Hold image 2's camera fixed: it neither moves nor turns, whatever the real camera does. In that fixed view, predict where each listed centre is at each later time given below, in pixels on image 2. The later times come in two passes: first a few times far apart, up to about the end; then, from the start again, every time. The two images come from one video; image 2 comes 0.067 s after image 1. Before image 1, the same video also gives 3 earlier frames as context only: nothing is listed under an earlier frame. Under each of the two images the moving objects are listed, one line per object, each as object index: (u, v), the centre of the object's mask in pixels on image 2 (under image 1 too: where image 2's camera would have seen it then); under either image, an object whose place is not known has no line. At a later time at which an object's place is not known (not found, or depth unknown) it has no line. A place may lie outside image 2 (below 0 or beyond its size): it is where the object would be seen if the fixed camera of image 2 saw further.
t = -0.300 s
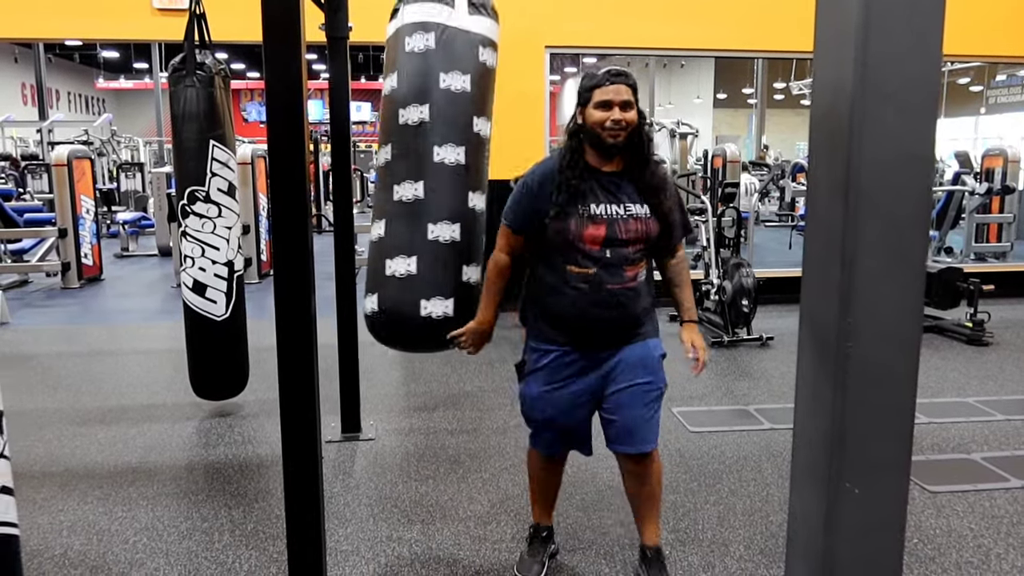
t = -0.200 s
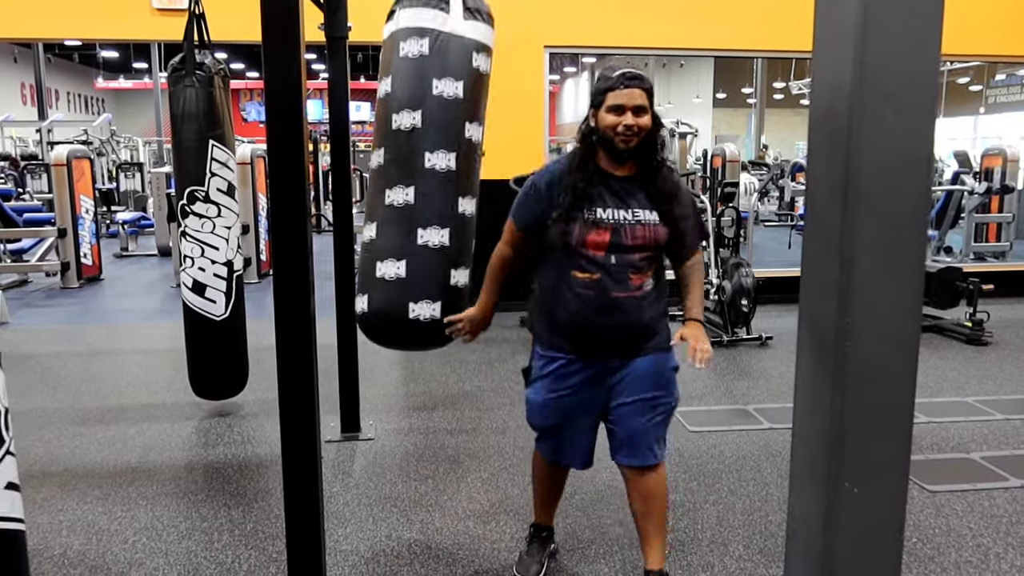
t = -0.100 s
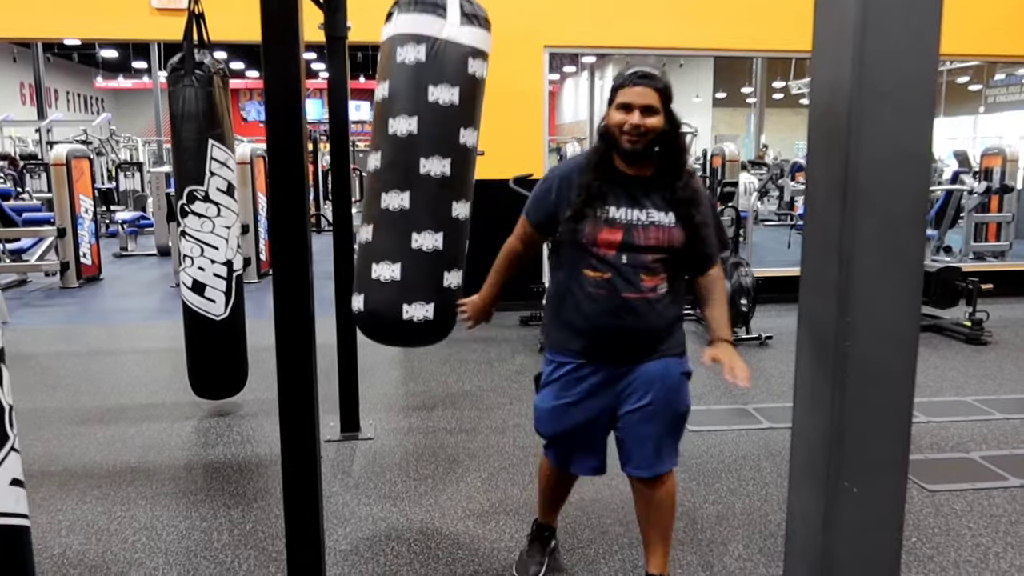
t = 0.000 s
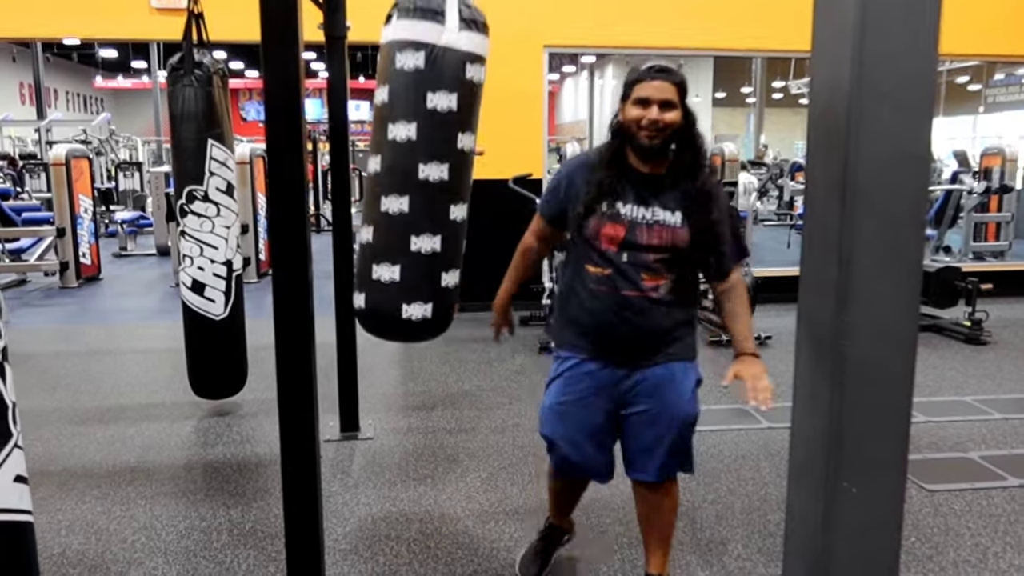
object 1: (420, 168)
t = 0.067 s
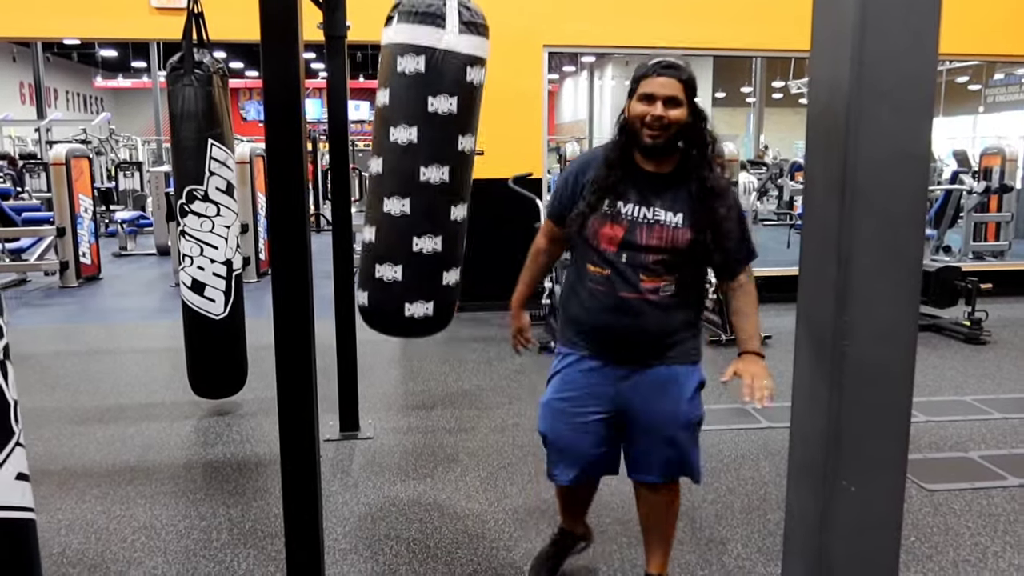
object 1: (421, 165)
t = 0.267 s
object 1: (432, 157)
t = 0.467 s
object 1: (447, 150)
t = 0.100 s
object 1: (423, 164)
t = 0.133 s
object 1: (424, 162)
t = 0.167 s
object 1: (426, 161)
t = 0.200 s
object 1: (428, 160)
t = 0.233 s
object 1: (430, 158)
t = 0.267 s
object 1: (432, 157)
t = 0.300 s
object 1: (435, 156)
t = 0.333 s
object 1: (437, 155)
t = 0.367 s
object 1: (440, 154)
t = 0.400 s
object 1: (443, 152)
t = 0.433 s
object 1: (445, 151)
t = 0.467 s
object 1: (447, 150)
